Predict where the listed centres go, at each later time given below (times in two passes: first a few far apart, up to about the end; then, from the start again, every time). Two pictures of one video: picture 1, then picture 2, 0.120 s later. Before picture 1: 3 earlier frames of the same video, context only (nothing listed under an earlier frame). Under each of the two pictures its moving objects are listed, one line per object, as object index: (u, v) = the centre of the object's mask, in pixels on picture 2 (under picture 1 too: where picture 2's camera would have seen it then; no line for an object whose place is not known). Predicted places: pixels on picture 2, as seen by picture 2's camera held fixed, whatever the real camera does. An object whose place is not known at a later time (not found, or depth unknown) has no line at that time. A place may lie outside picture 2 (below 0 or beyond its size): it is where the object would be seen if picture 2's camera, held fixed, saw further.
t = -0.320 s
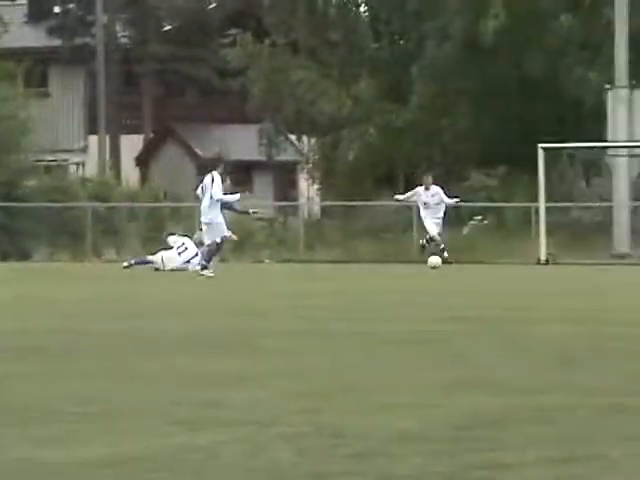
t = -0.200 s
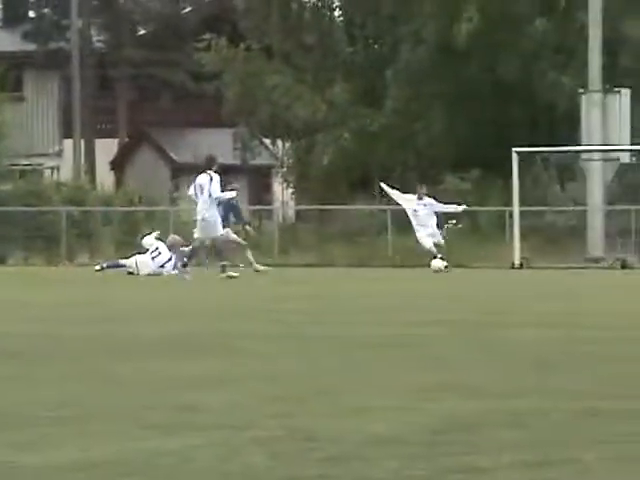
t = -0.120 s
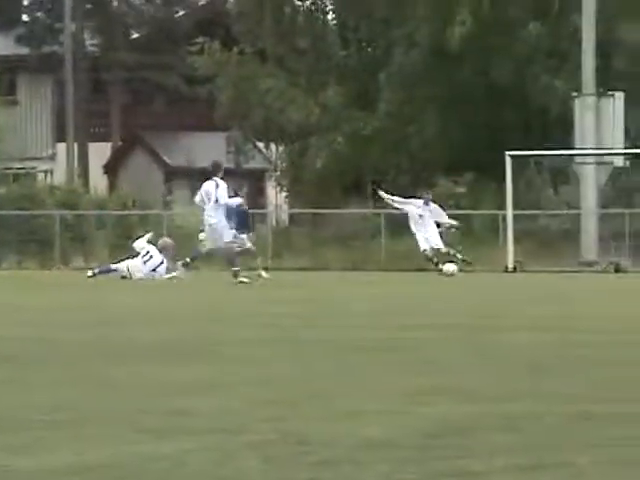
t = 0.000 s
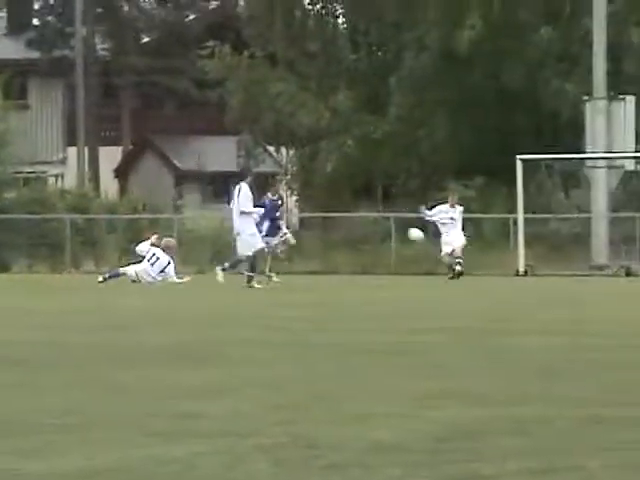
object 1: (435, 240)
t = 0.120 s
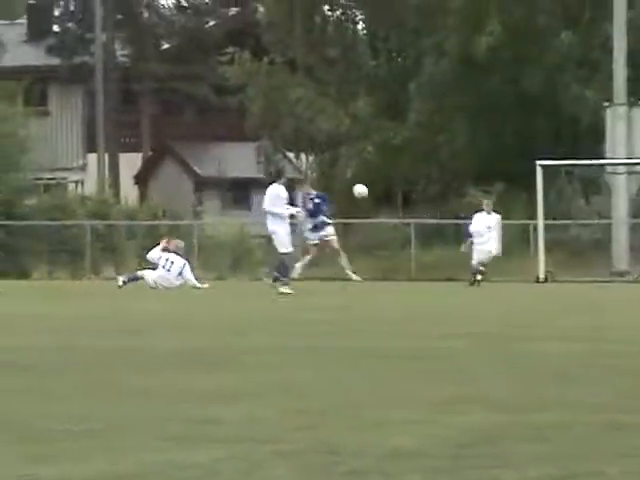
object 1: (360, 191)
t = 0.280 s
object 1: (260, 131)
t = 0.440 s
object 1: (159, 78)
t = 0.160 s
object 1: (335, 175)
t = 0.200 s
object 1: (310, 160)
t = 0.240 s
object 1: (285, 145)
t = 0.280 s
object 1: (260, 131)
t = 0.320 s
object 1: (235, 117)
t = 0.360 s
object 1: (210, 103)
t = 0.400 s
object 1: (184, 90)
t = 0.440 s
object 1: (159, 78)
